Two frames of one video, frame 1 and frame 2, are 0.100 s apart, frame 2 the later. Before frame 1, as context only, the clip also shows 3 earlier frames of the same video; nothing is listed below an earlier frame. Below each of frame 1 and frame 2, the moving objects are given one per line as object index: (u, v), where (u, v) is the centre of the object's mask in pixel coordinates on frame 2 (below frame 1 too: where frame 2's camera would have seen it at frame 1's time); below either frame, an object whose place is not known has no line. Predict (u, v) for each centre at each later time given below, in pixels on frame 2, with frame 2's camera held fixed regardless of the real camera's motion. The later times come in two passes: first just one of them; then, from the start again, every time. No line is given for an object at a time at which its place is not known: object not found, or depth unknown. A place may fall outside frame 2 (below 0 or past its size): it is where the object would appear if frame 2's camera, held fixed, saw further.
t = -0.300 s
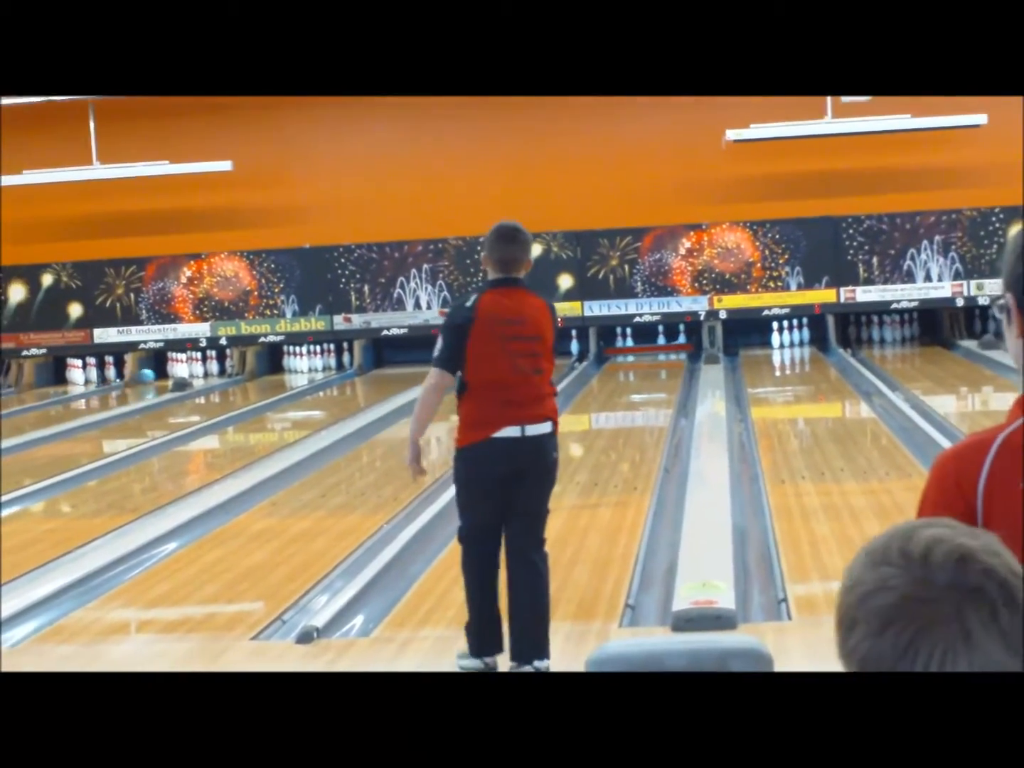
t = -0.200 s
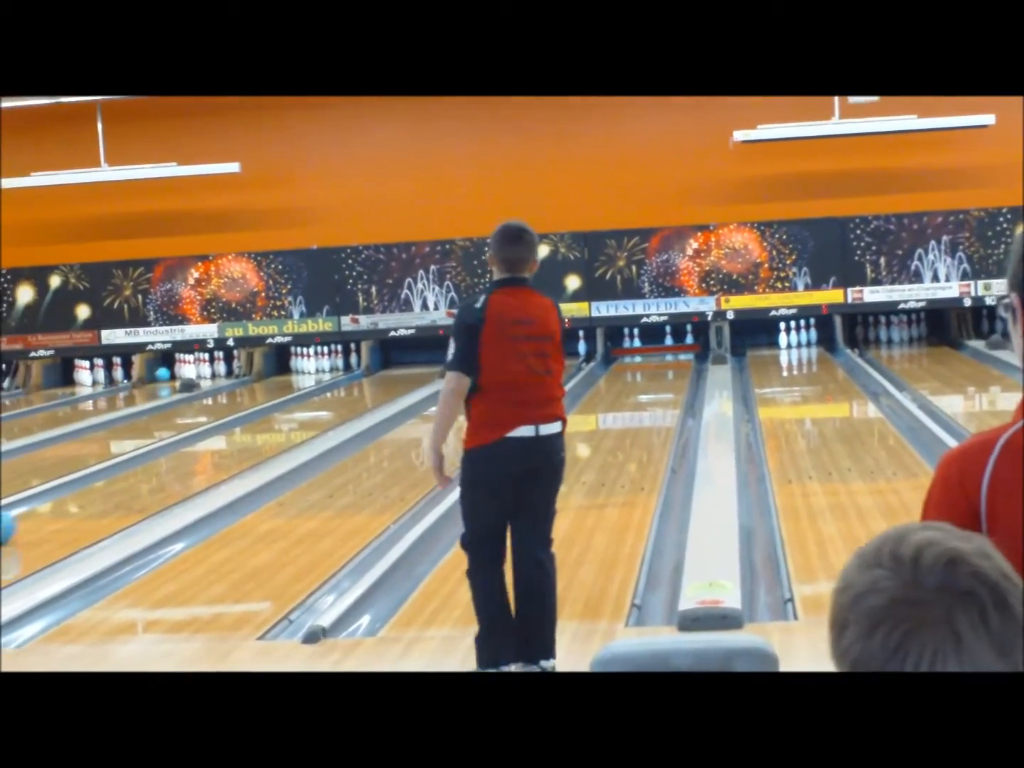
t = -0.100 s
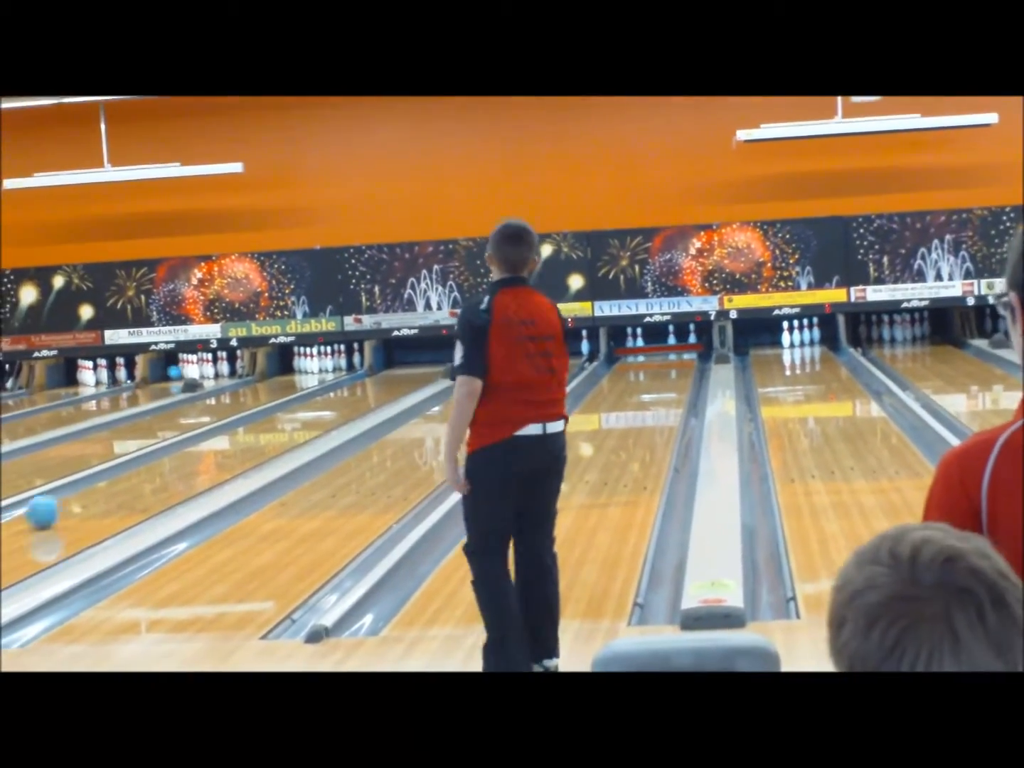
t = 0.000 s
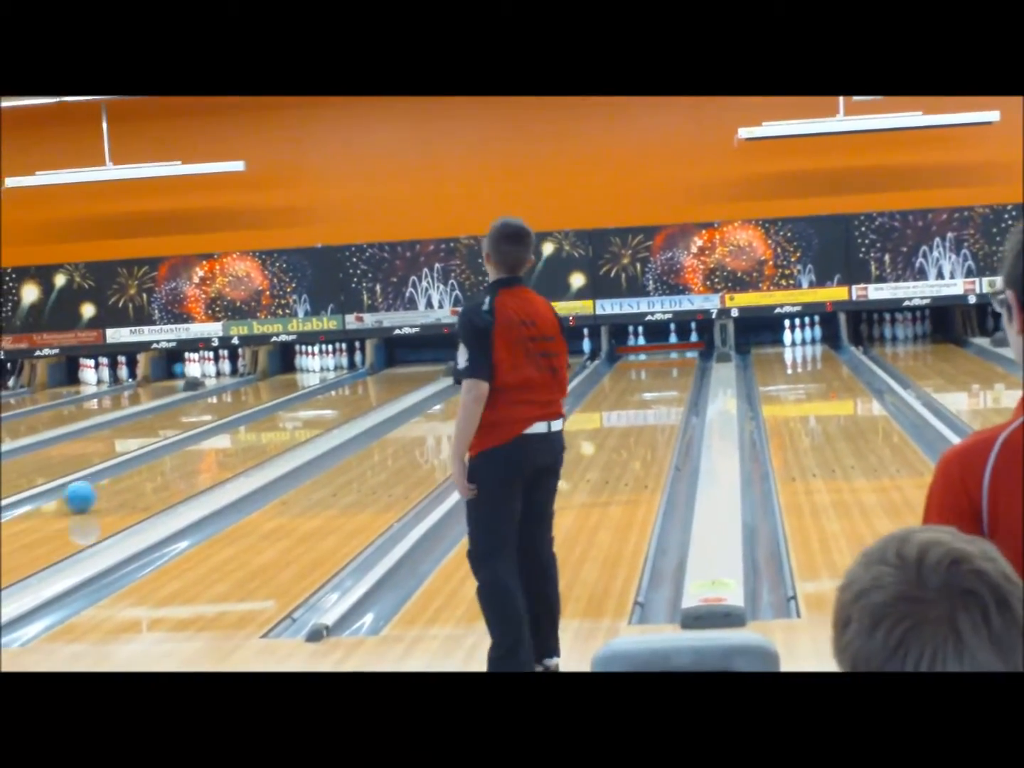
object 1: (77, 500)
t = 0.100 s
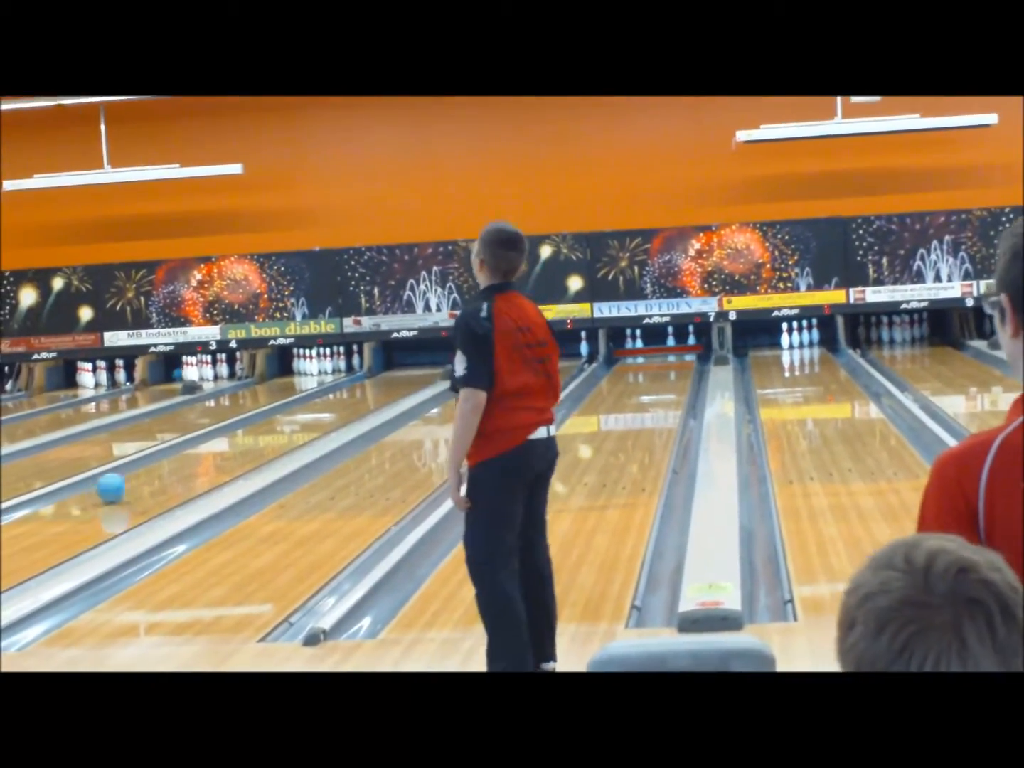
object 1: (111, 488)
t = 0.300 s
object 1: (168, 467)
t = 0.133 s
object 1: (121, 484)
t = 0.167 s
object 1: (131, 480)
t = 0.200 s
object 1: (141, 477)
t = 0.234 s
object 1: (151, 473)
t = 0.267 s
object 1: (160, 469)
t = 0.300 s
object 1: (168, 467)
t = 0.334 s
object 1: (177, 462)
